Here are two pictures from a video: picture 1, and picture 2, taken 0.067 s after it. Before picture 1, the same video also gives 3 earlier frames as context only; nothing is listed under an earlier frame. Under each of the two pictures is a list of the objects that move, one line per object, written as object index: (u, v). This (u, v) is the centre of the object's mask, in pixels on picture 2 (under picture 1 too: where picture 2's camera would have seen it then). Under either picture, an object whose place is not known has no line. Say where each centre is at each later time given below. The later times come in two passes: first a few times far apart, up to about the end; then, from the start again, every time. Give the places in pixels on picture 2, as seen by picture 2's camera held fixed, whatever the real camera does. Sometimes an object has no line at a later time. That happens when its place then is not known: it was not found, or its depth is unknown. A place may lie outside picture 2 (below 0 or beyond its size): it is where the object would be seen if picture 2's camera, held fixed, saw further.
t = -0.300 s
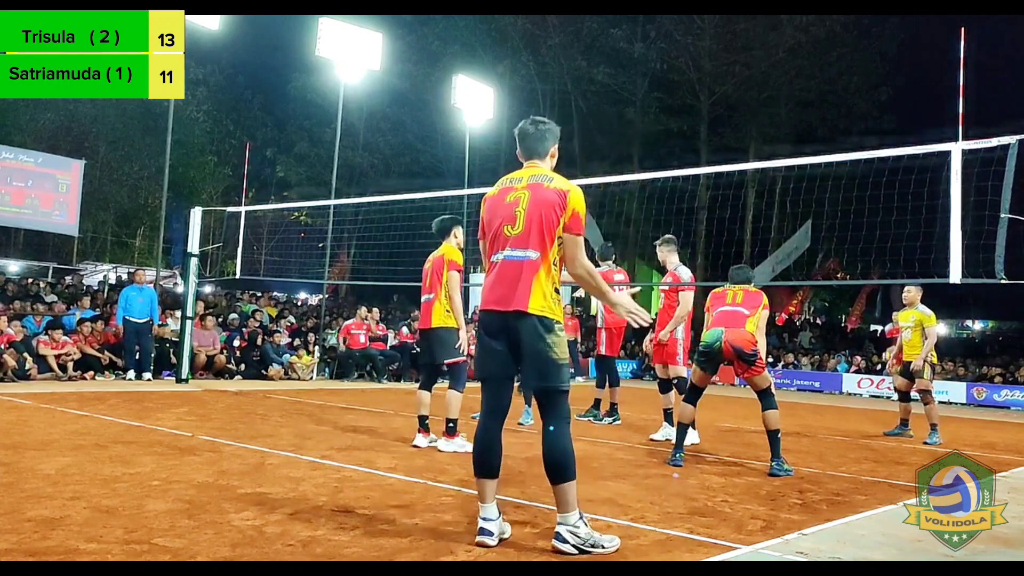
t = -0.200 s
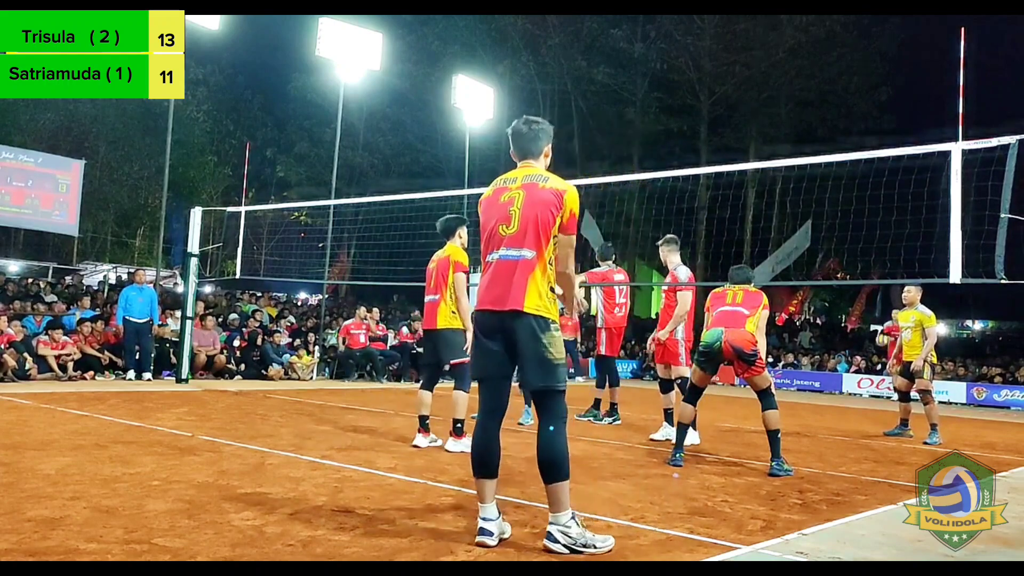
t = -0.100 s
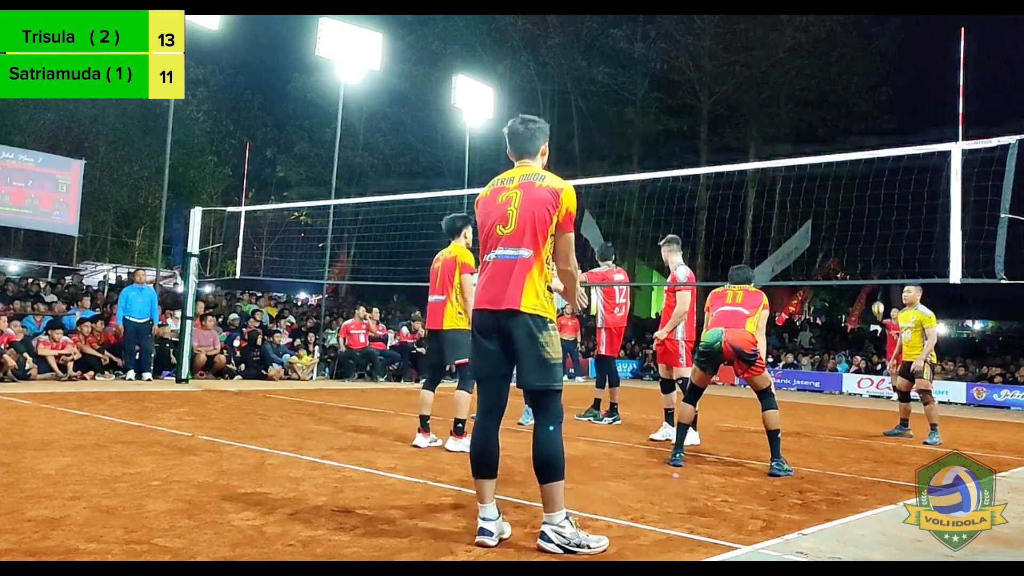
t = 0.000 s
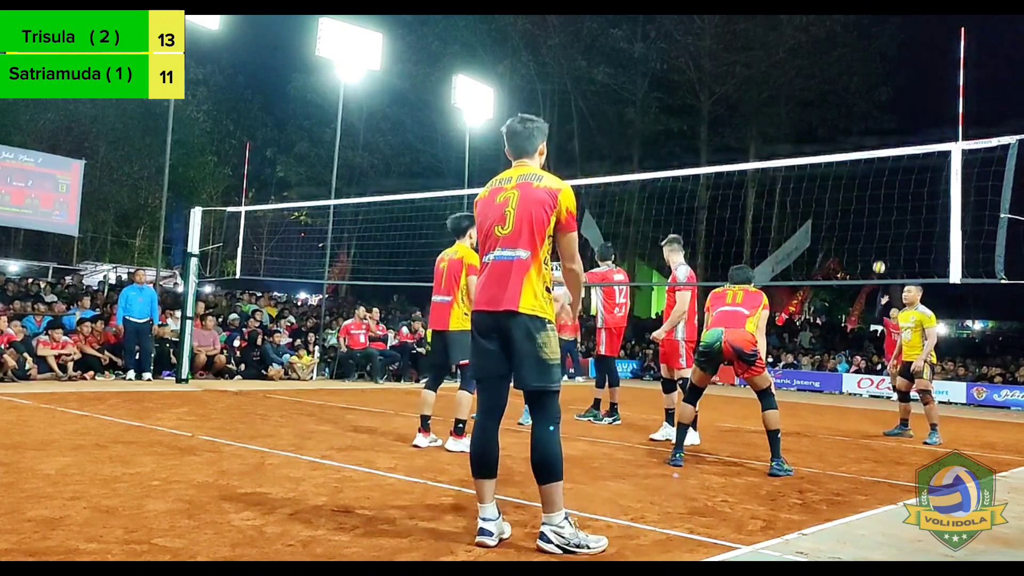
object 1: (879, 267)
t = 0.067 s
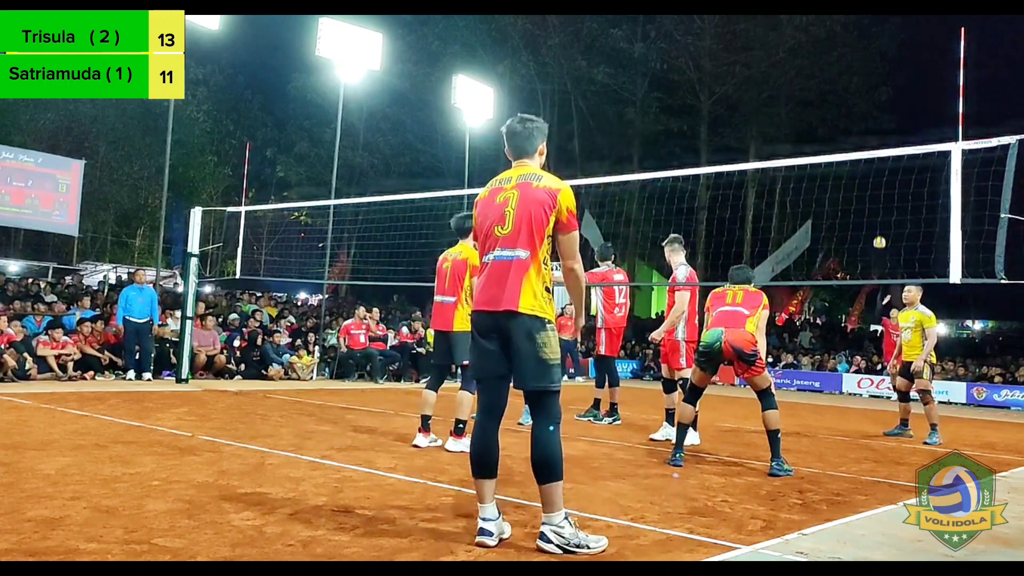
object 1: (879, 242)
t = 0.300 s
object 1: (880, 174)
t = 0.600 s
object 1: (878, 119)
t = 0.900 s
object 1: (875, 123)
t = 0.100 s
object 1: (879, 231)
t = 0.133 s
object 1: (879, 220)
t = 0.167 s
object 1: (880, 209)
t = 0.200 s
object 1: (880, 200)
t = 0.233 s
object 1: (880, 191)
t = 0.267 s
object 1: (880, 182)
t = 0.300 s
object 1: (880, 174)
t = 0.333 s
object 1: (880, 166)
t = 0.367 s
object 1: (880, 161)
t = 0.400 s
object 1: (879, 149)
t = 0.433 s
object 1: (879, 145)
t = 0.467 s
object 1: (880, 141)
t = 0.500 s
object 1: (879, 136)
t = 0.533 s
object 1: (879, 131)
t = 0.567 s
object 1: (879, 128)
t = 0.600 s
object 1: (878, 119)
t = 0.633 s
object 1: (879, 122)
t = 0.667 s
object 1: (878, 120)
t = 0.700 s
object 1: (878, 119)
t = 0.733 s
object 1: (877, 118)
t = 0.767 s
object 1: (877, 118)
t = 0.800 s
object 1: (876, 118)
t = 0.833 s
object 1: (876, 119)
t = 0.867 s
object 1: (875, 121)
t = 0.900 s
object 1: (875, 123)
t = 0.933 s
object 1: (874, 125)
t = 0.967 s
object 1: (874, 128)
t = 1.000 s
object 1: (873, 132)
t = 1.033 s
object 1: (872, 137)
